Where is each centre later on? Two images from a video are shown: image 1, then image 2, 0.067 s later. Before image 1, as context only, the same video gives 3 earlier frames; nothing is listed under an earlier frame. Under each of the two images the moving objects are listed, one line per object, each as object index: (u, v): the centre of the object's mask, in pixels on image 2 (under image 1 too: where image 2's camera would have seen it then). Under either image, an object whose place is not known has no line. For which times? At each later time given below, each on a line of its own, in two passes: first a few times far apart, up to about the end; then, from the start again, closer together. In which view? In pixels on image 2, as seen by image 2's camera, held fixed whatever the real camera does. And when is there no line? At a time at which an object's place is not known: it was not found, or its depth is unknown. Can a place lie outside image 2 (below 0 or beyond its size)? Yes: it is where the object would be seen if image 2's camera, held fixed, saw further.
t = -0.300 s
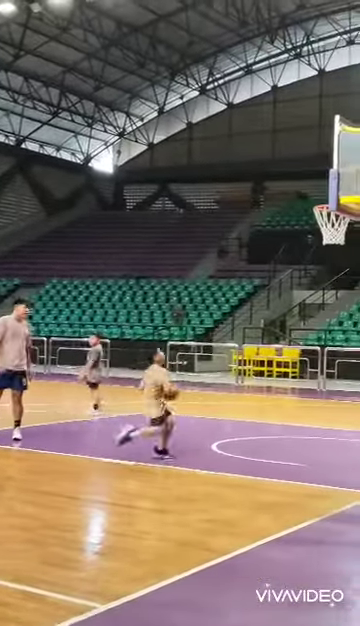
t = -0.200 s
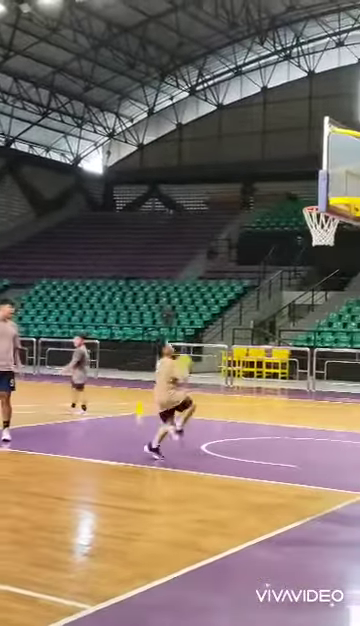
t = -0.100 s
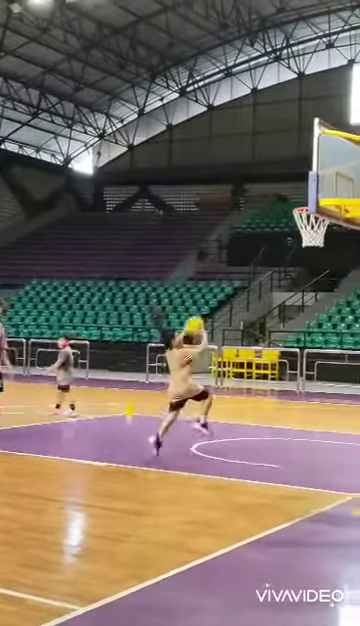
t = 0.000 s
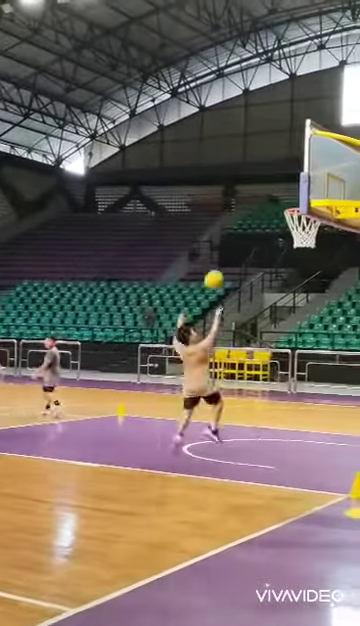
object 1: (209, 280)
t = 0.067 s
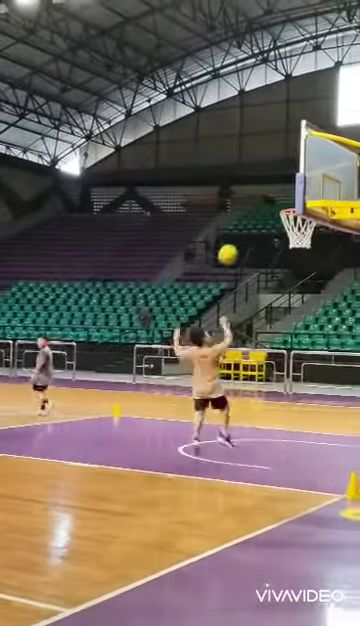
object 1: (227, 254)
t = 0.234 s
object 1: (271, 206)
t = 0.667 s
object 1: (288, 206)
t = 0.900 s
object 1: (290, 195)
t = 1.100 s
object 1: (295, 220)
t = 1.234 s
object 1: (299, 236)
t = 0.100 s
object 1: (236, 243)
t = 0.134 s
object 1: (245, 232)
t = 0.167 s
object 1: (254, 223)
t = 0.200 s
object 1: (263, 213)
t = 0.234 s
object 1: (271, 206)
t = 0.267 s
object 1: (280, 199)
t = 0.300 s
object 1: (287, 194)
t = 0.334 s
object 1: (291, 190)
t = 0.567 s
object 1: (293, 192)
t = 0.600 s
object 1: (291, 195)
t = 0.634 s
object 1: (289, 200)
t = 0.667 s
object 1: (288, 206)
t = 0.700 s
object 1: (289, 202)
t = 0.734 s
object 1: (288, 199)
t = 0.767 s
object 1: (289, 197)
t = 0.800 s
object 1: (290, 195)
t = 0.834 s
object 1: (290, 195)
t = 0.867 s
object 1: (290, 195)
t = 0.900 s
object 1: (290, 195)
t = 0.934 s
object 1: (291, 197)
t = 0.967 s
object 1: (291, 199)
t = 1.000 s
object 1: (291, 201)
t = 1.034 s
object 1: (291, 206)
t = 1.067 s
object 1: (292, 210)
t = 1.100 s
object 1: (295, 220)
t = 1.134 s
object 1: (298, 223)
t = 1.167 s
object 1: (297, 229)
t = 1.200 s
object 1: (298, 235)
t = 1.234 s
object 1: (299, 236)
